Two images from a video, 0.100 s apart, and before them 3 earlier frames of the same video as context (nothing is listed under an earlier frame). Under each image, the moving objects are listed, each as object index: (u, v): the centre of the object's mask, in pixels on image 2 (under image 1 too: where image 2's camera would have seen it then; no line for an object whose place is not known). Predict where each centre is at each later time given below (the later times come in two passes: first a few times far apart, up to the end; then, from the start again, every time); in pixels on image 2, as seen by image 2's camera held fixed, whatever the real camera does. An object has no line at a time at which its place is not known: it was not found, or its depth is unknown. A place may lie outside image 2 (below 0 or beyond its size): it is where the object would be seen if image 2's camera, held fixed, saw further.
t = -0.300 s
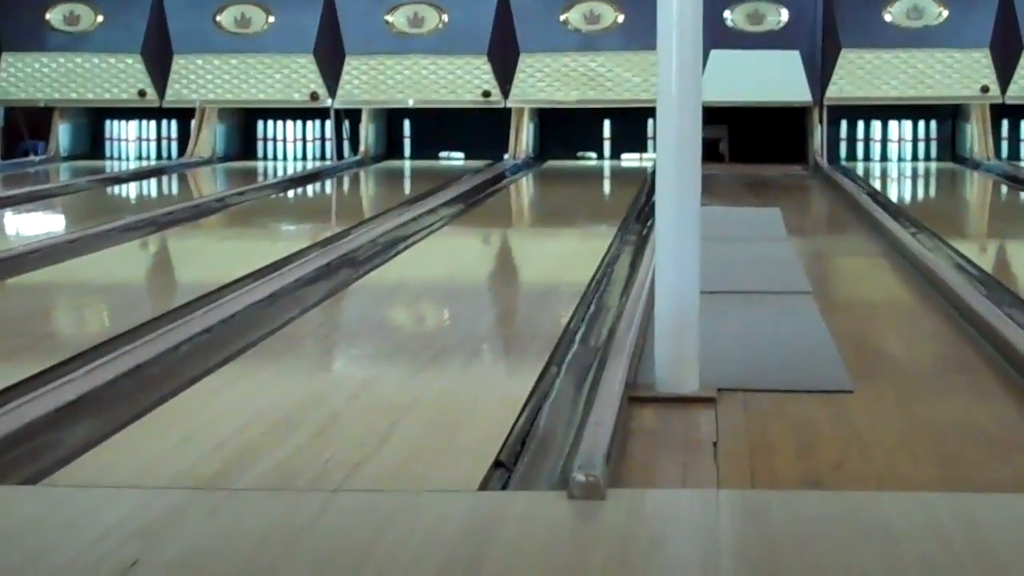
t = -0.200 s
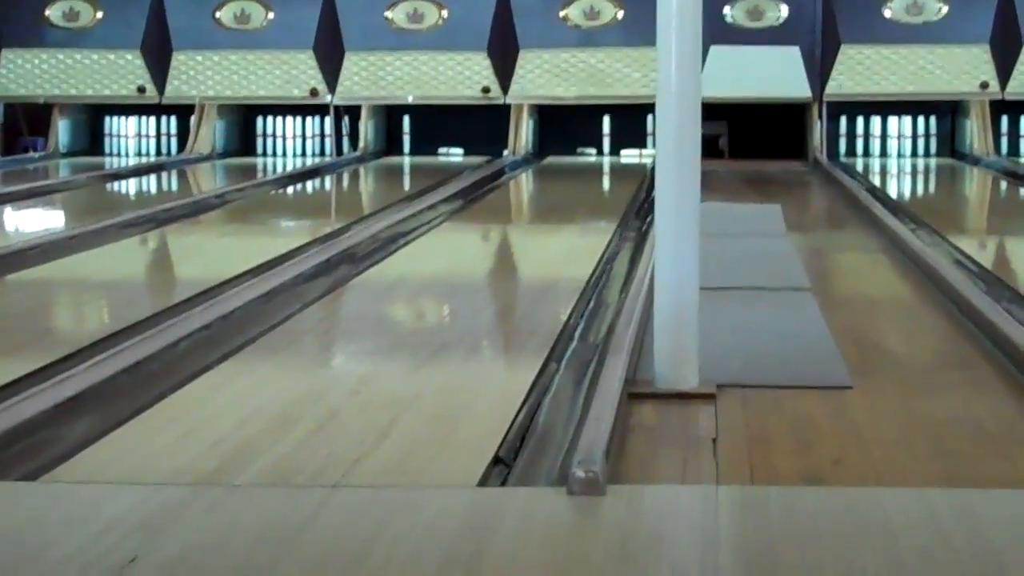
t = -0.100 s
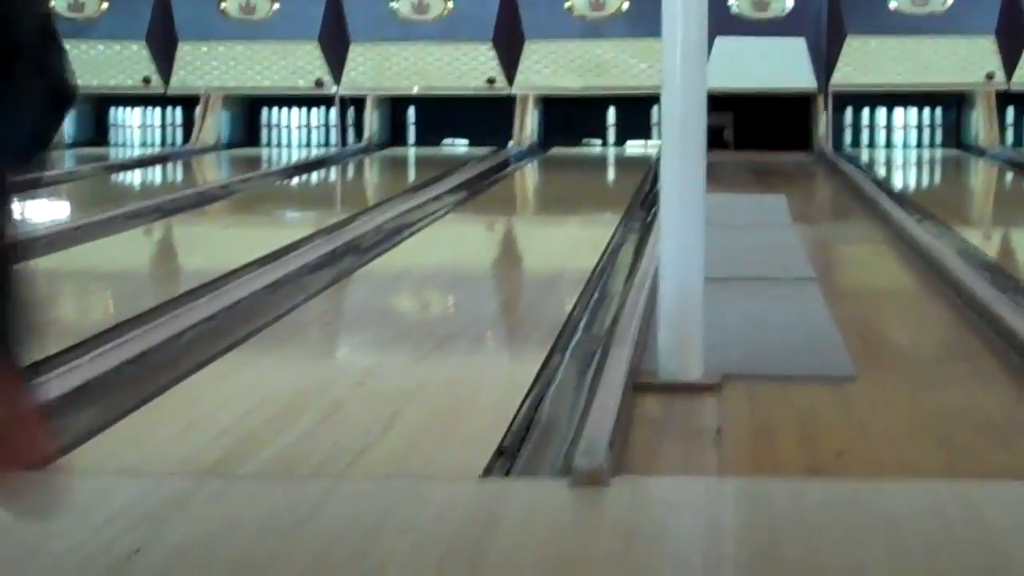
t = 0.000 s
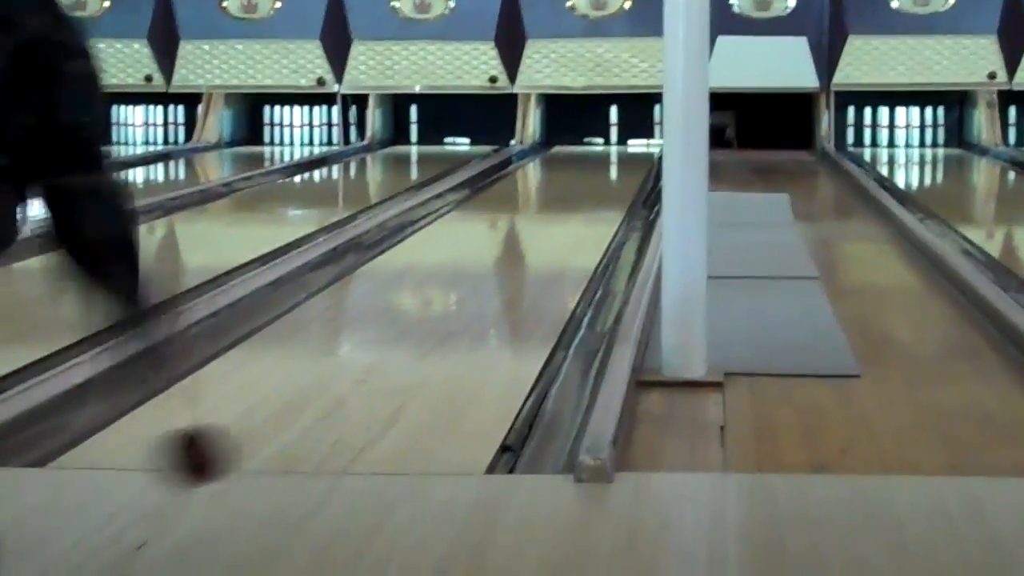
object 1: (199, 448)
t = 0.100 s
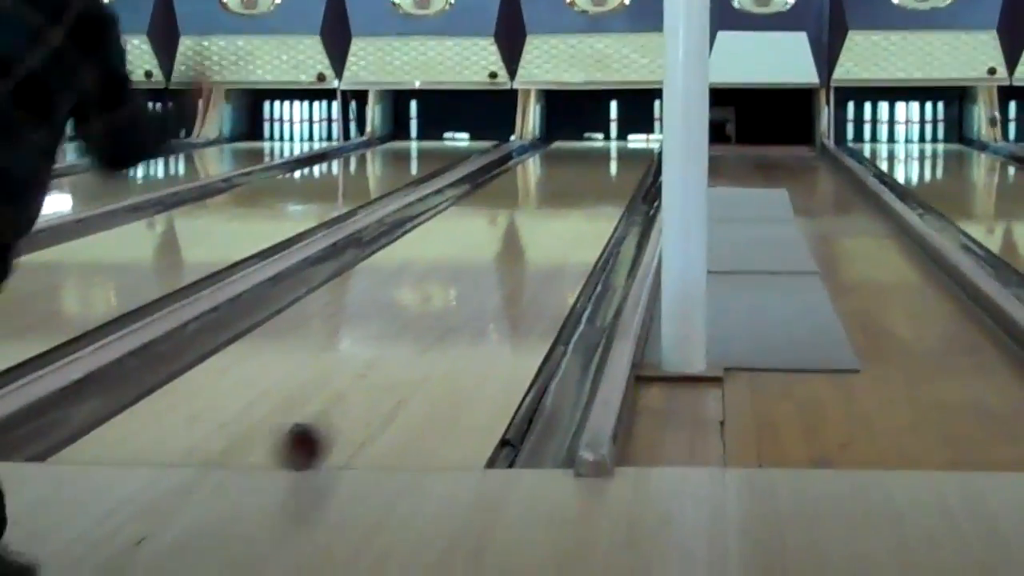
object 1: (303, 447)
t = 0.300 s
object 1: (417, 323)
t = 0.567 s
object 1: (493, 246)
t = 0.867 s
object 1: (536, 199)
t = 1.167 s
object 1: (563, 171)
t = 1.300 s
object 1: (571, 162)
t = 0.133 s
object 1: (330, 410)
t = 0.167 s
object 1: (351, 381)
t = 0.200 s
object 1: (370, 358)
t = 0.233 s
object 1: (389, 340)
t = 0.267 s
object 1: (404, 329)
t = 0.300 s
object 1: (417, 323)
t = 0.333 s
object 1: (430, 312)
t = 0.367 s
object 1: (440, 296)
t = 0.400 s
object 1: (450, 286)
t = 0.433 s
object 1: (459, 279)
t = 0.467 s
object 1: (468, 270)
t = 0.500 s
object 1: (476, 261)
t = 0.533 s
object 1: (483, 255)
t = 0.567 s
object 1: (493, 246)
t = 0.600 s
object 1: (498, 239)
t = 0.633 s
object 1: (503, 234)
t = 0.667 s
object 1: (509, 228)
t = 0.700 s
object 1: (513, 223)
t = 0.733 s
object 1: (519, 217)
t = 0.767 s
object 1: (523, 212)
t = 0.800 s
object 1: (529, 208)
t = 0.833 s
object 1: (533, 203)
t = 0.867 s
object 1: (536, 199)
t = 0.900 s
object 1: (539, 195)
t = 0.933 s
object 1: (544, 193)
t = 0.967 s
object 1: (546, 187)
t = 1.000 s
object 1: (549, 184)
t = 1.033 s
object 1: (552, 182)
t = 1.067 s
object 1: (557, 178)
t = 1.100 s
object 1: (558, 176)
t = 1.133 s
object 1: (561, 175)
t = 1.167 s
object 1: (563, 171)
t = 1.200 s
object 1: (566, 168)
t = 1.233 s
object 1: (567, 166)
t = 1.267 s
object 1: (571, 163)
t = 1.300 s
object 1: (571, 162)
